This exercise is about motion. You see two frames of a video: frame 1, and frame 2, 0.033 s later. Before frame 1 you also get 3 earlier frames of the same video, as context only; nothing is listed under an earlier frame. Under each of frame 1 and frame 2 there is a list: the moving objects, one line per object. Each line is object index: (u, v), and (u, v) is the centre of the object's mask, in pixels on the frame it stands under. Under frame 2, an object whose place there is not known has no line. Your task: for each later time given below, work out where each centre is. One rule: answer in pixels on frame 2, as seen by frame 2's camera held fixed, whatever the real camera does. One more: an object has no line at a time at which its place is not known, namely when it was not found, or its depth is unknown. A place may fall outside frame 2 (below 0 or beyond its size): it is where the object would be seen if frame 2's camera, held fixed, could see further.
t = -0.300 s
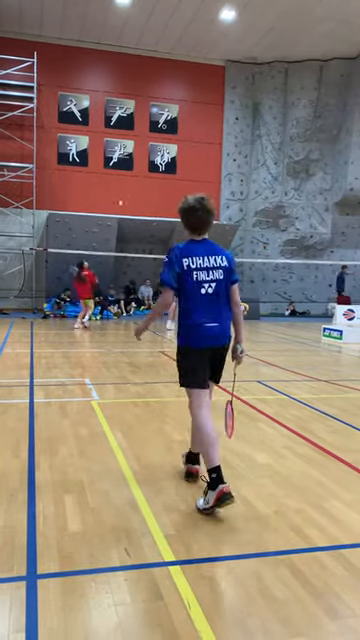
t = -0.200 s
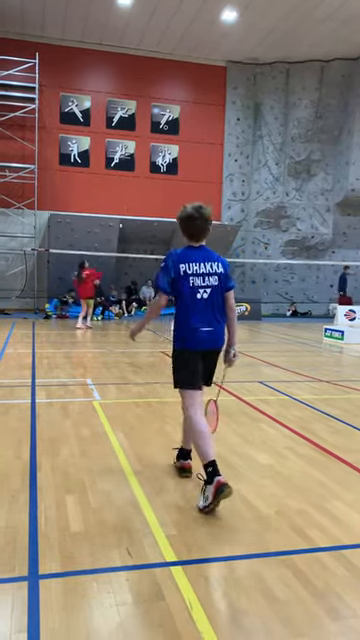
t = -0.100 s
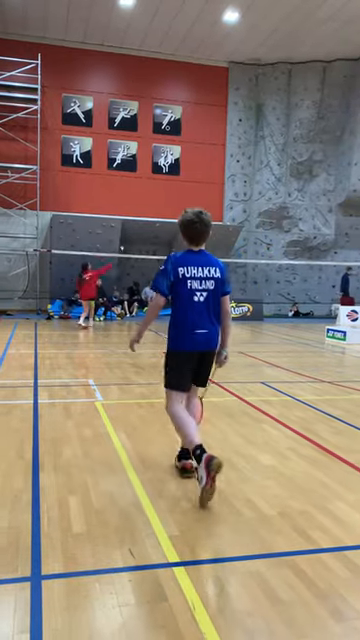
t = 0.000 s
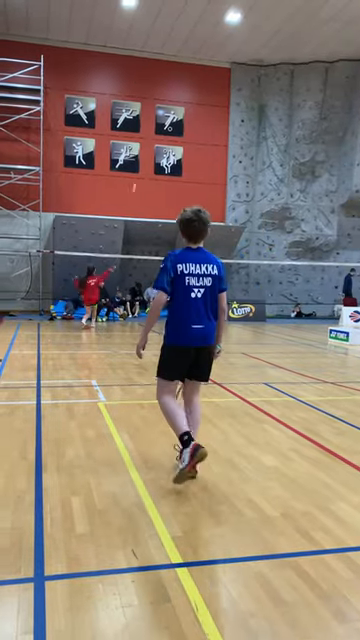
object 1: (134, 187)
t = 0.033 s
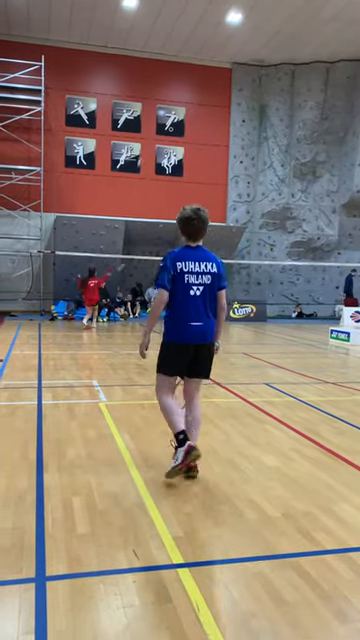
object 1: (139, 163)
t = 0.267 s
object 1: (158, 41)
